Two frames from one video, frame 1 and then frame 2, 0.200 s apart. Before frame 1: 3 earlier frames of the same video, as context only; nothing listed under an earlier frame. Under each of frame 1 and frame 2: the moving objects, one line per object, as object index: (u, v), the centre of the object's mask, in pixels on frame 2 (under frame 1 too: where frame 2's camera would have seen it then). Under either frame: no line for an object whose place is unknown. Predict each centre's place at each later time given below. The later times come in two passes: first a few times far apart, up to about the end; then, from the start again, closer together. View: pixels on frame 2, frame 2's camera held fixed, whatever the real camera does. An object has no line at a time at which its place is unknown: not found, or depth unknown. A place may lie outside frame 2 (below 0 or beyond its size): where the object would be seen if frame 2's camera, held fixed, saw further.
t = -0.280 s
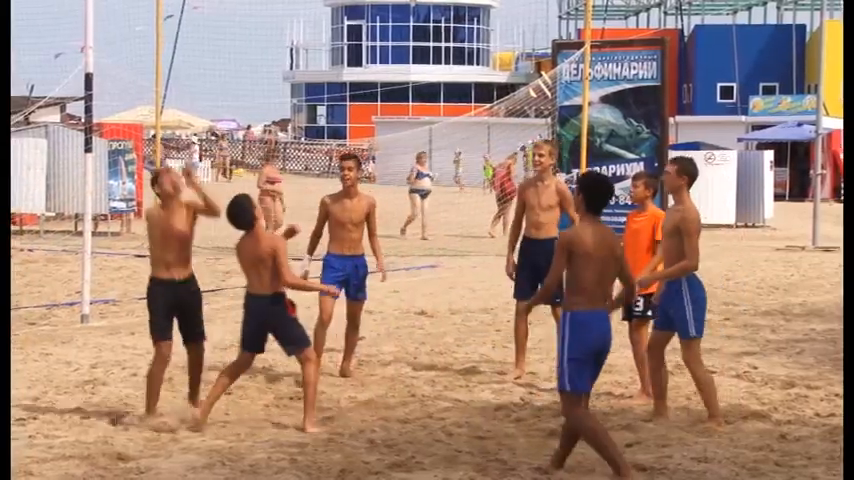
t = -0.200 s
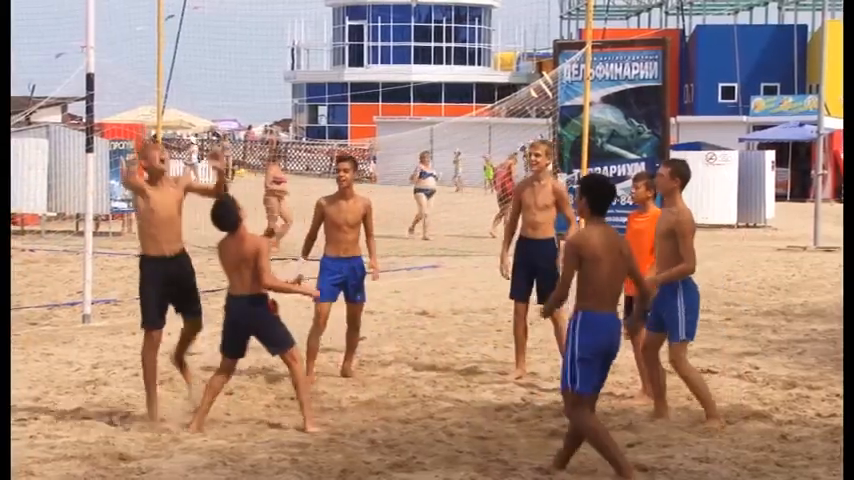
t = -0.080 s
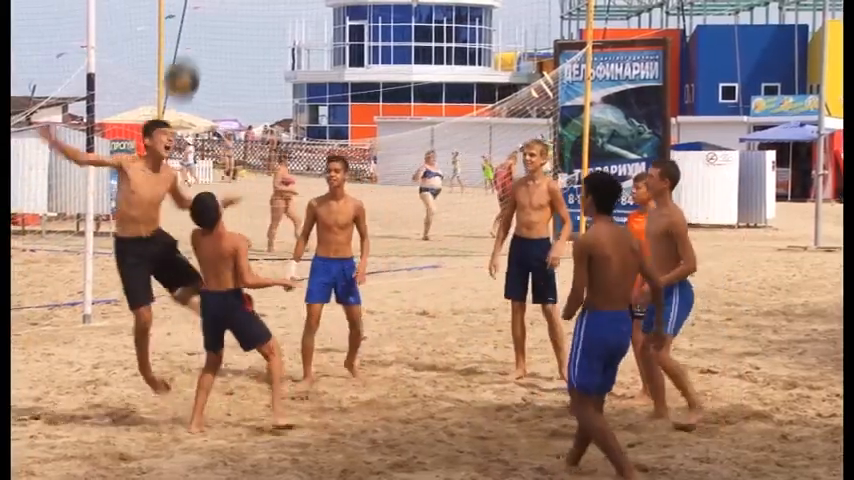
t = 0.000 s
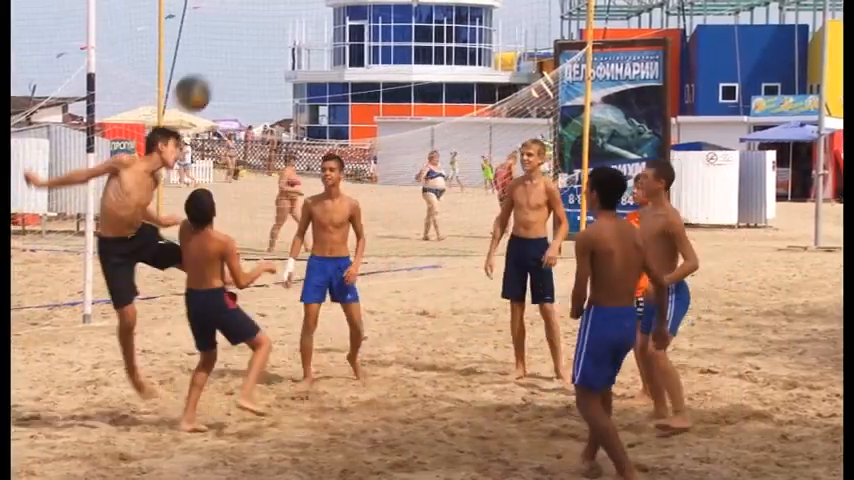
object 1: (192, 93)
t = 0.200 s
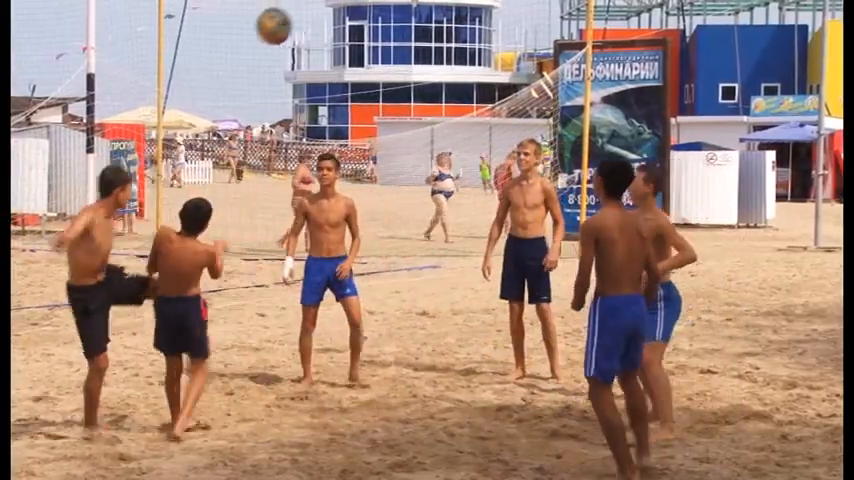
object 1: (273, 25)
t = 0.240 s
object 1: (290, 20)
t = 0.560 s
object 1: (415, 66)
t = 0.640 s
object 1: (446, 105)
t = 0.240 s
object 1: (290, 20)
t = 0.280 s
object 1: (306, 17)
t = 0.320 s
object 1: (321, 17)
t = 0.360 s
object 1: (337, 18)
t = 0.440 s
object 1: (368, 29)
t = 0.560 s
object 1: (415, 66)
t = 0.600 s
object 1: (431, 84)
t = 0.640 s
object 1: (446, 105)
